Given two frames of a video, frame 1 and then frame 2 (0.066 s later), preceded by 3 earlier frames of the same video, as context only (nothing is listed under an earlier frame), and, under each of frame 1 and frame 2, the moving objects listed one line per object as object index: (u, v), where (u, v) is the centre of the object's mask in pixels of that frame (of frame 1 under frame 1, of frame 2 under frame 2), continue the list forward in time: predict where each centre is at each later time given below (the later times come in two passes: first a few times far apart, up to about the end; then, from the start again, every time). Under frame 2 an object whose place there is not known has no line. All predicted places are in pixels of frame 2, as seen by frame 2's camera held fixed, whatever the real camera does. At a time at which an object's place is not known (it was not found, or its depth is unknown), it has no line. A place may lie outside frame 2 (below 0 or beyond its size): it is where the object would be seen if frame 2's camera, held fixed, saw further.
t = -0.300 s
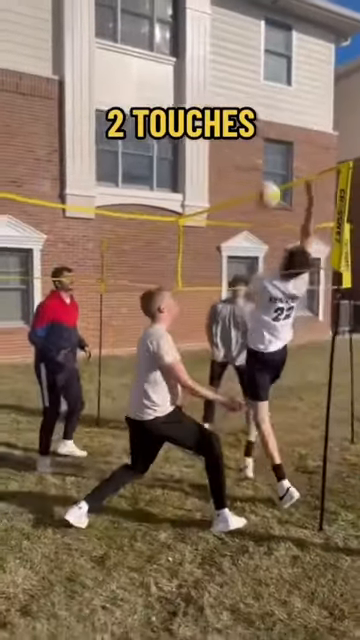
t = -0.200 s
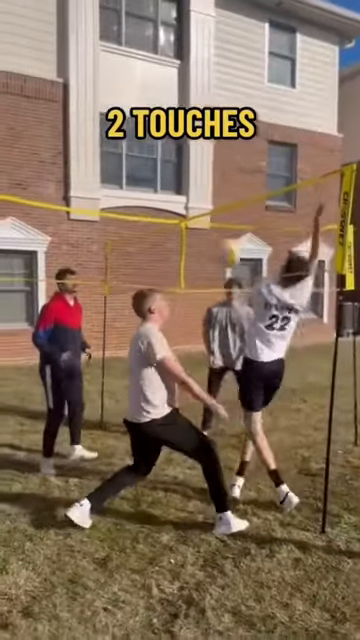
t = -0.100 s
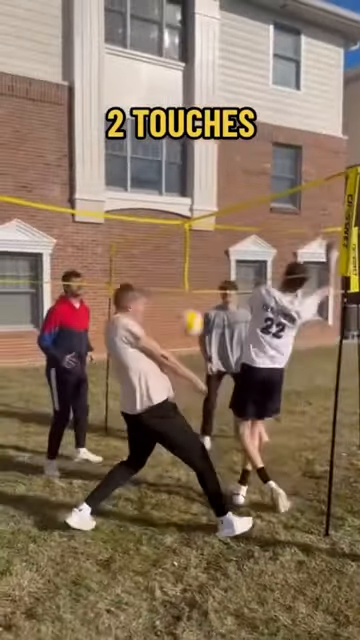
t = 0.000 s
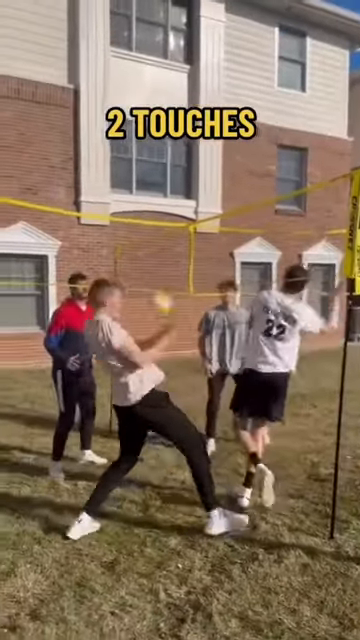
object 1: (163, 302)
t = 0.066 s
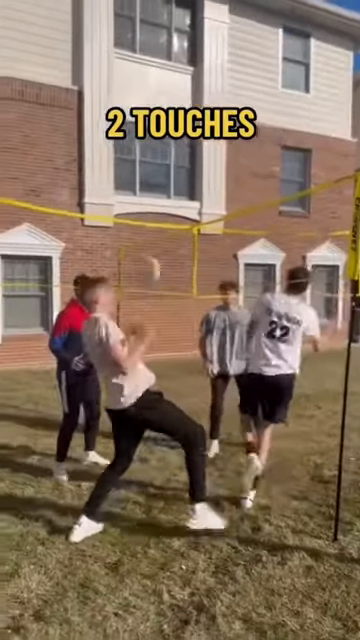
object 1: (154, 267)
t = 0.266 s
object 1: (99, 211)
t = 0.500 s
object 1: (60, 205)
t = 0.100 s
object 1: (144, 253)
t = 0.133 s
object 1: (132, 242)
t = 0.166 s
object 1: (124, 231)
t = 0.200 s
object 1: (115, 223)
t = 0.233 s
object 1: (106, 215)
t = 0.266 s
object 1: (99, 211)
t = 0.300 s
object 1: (93, 208)
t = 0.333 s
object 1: (87, 203)
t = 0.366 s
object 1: (81, 202)
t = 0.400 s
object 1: (76, 201)
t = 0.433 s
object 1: (70, 202)
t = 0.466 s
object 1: (66, 203)
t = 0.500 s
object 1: (60, 205)
